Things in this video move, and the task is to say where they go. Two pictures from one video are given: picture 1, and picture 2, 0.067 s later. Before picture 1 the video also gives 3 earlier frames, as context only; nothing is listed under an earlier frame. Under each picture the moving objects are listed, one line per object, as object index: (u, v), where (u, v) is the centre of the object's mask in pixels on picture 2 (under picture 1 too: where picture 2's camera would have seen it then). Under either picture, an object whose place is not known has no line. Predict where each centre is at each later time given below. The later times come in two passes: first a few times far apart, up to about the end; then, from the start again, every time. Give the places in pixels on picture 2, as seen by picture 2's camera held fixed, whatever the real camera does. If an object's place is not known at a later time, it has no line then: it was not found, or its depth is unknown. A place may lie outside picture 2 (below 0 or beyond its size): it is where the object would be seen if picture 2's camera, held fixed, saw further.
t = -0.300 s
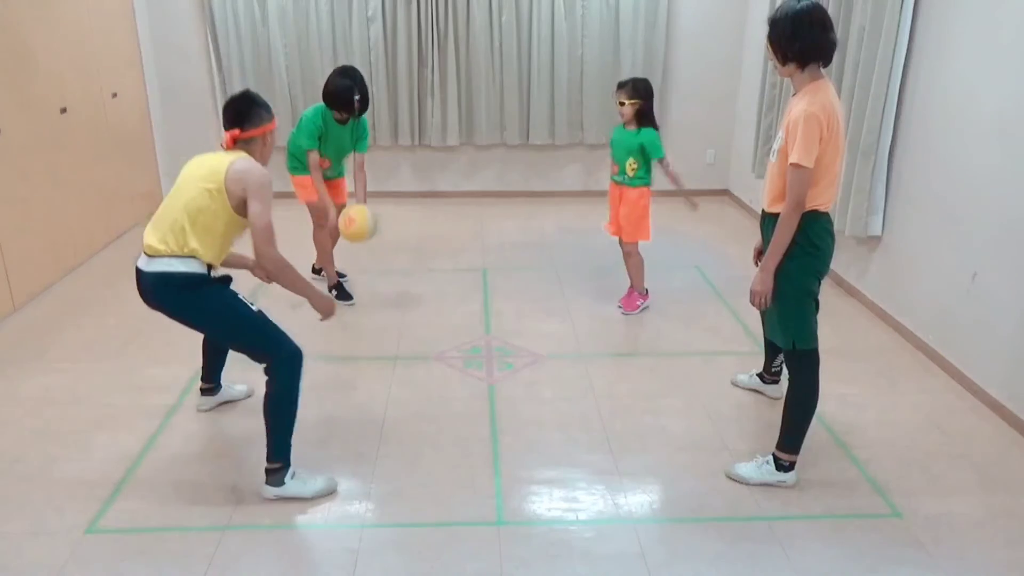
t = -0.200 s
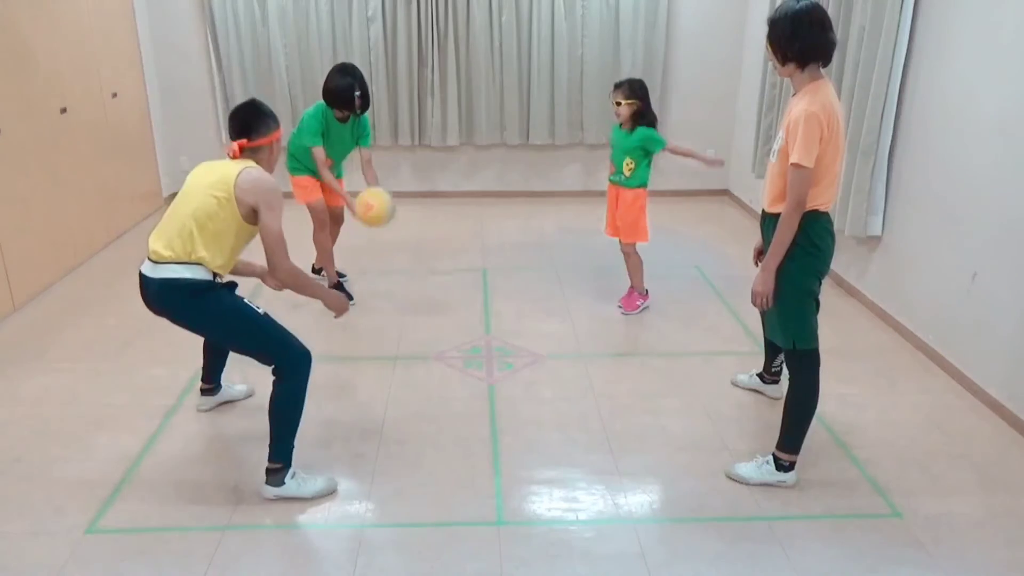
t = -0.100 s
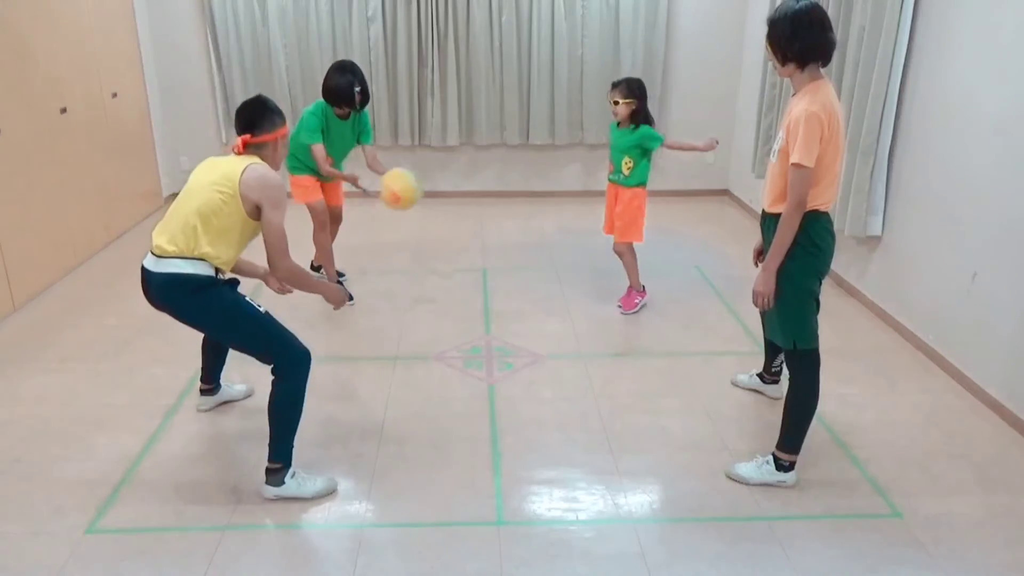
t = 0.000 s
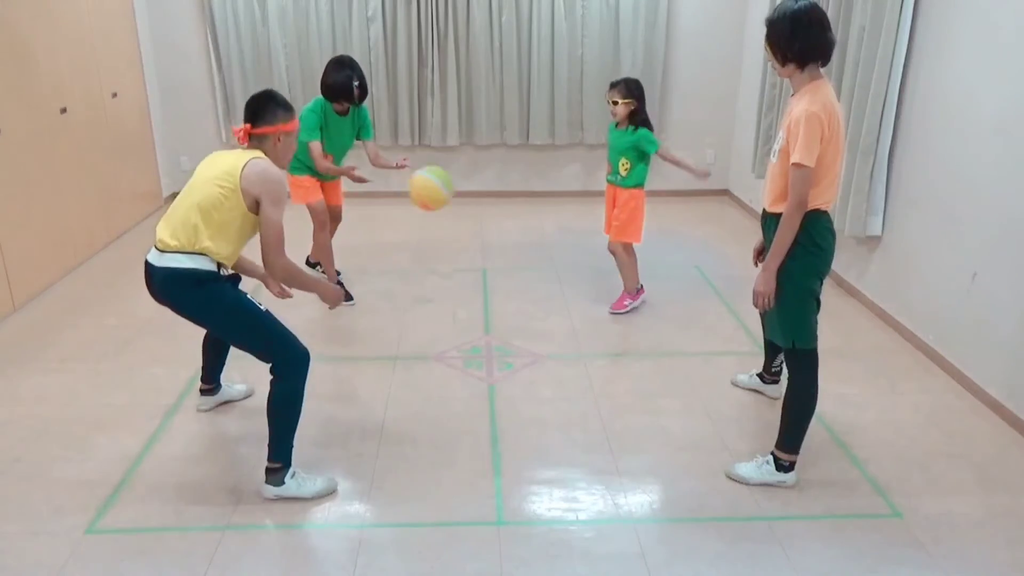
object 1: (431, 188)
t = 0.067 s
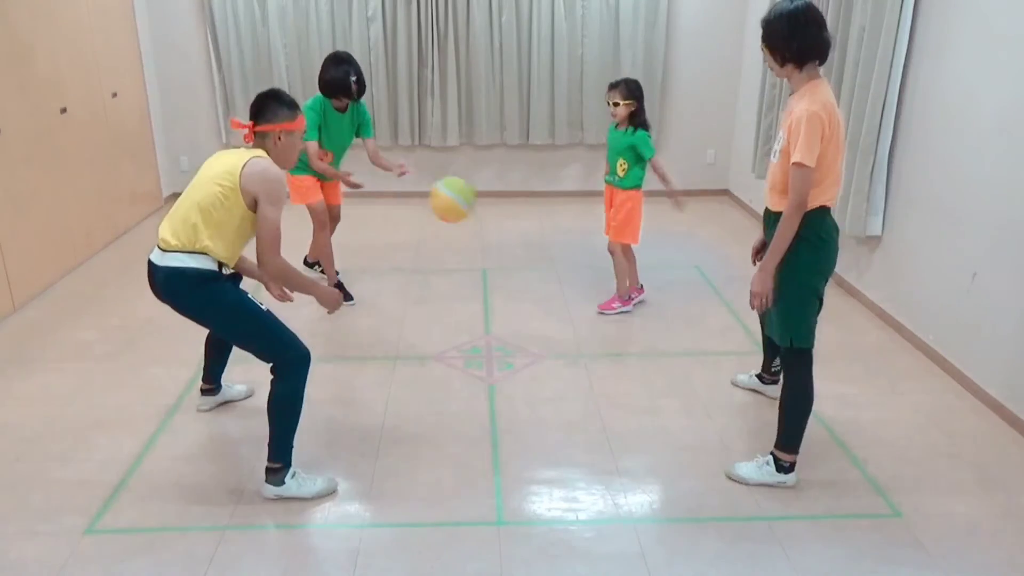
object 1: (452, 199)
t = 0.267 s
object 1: (526, 297)
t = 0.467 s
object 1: (591, 365)
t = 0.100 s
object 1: (464, 209)
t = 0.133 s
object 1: (477, 221)
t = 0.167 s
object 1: (489, 237)
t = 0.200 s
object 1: (501, 254)
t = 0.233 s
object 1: (513, 274)
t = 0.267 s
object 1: (526, 297)
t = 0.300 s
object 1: (539, 324)
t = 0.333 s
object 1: (553, 354)
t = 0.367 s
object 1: (563, 383)
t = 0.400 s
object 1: (575, 400)
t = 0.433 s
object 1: (582, 381)
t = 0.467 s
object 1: (591, 365)
